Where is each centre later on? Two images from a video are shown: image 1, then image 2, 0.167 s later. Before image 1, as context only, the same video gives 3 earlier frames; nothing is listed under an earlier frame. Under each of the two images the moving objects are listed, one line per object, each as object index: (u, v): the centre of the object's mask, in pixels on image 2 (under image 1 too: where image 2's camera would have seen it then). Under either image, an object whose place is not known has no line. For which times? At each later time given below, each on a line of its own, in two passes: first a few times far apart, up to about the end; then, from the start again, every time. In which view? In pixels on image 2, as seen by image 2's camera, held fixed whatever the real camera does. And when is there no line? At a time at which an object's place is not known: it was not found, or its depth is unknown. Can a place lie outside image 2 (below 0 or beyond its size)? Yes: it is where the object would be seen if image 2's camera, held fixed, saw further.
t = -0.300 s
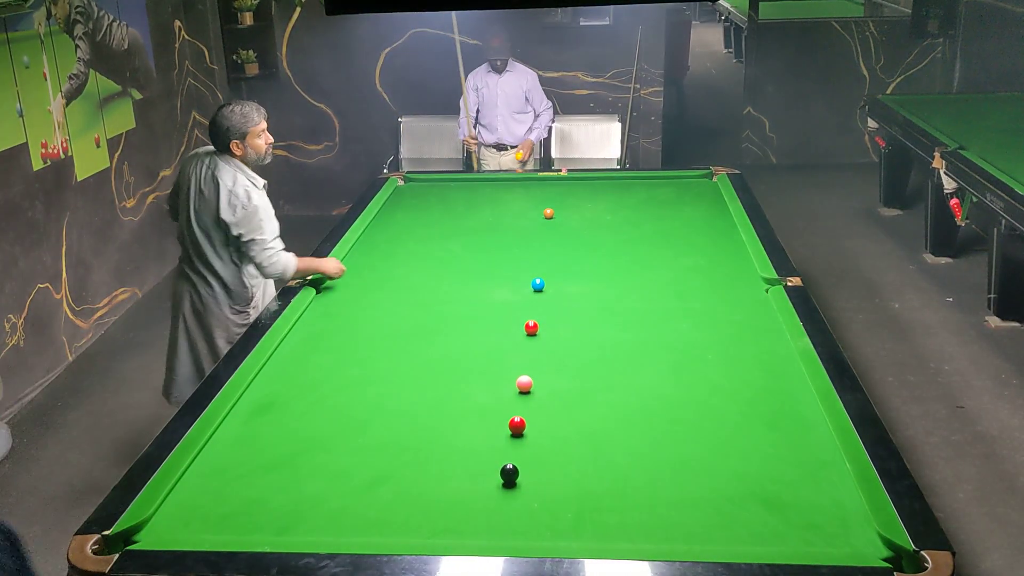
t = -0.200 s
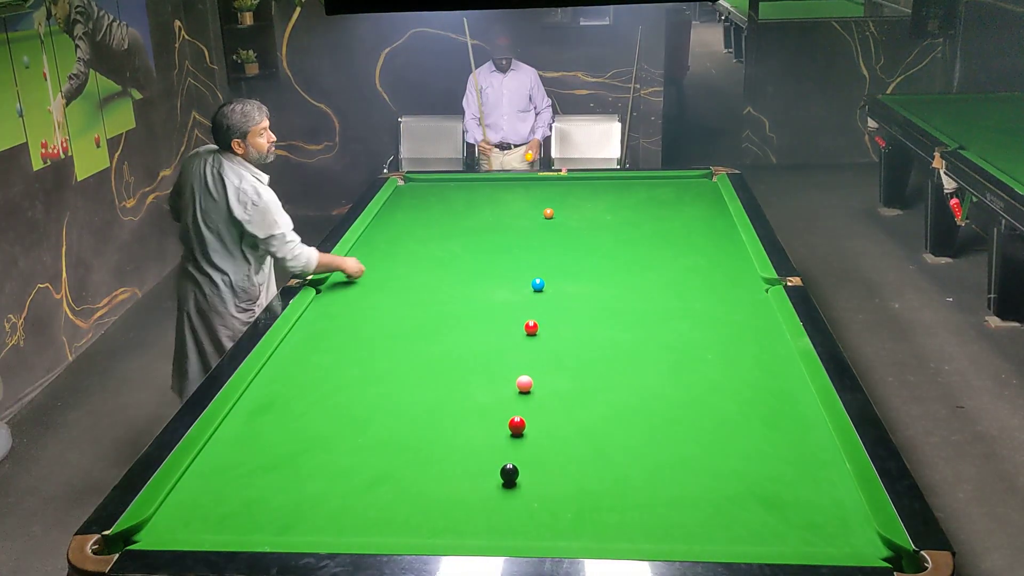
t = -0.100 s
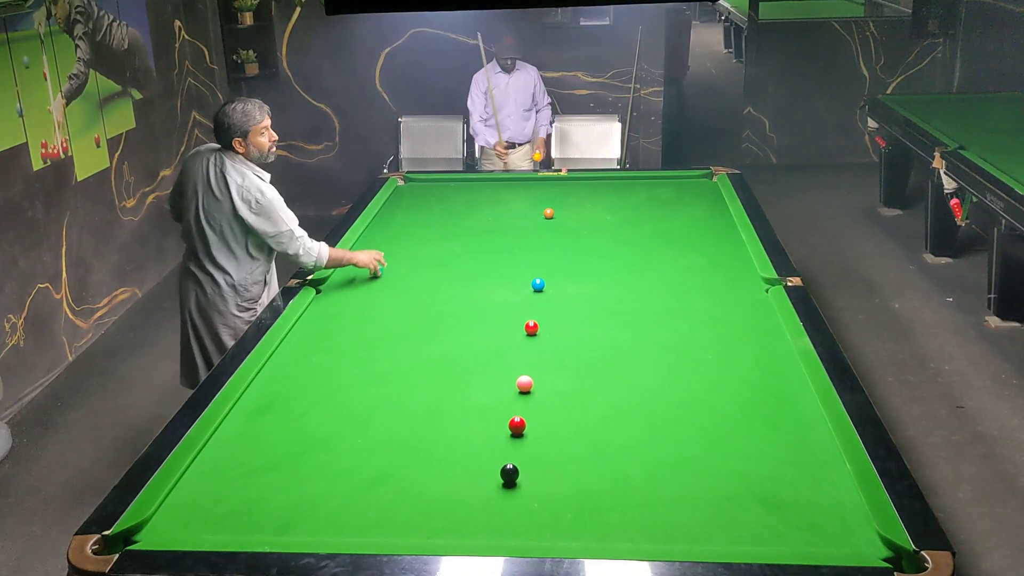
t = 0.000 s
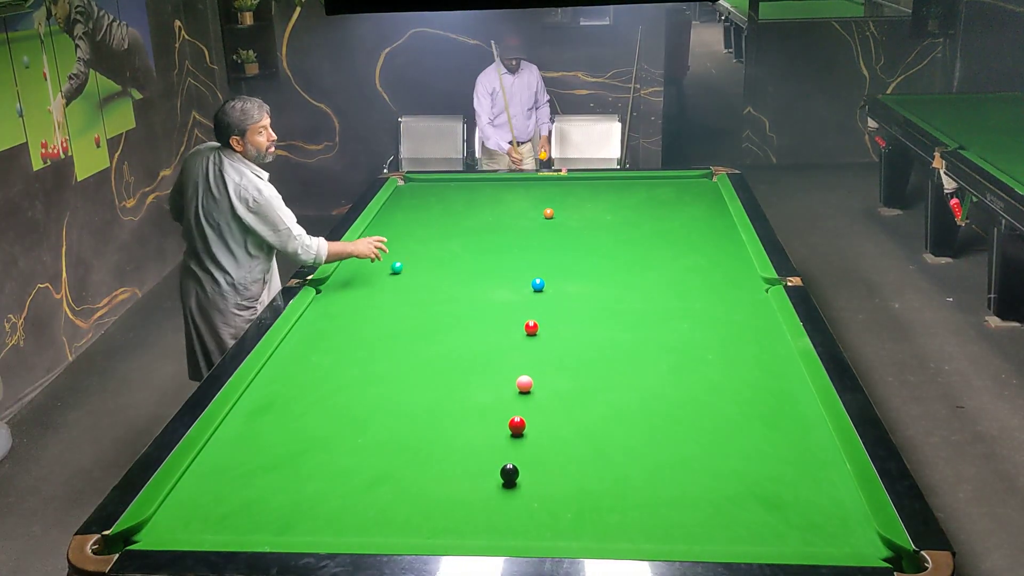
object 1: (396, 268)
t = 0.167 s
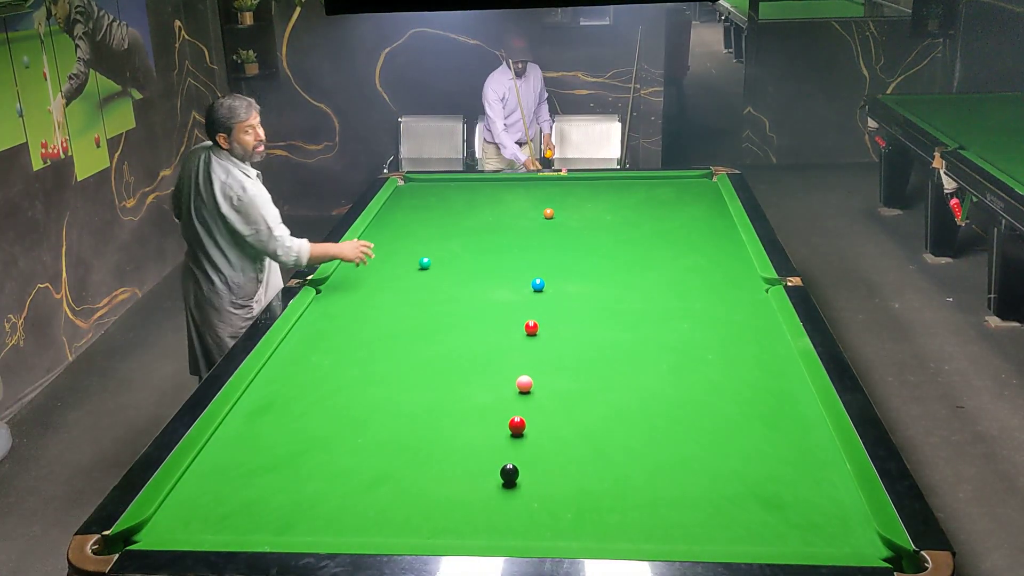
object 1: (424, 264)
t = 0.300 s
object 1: (445, 260)
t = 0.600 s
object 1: (491, 252)
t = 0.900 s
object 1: (533, 245)
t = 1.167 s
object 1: (567, 240)
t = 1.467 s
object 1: (604, 234)
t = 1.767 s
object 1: (638, 229)
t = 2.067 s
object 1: (669, 224)
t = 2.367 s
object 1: (697, 219)
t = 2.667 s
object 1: (724, 215)
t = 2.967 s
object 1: (710, 212)
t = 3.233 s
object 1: (696, 211)
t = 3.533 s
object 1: (682, 209)
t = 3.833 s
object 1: (671, 207)
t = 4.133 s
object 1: (662, 206)
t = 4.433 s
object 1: (654, 205)
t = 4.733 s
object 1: (648, 205)
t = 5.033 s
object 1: (644, 204)
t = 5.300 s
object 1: (642, 204)
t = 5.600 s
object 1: (641, 204)
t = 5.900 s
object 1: (641, 204)
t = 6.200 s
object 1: (641, 204)
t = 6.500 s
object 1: (641, 204)
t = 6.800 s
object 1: (641, 204)
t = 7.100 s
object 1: (641, 204)
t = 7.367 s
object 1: (641, 204)
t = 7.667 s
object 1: (641, 204)
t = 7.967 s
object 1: (641, 204)
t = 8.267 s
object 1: (641, 204)
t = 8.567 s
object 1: (641, 204)
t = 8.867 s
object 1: (641, 204)
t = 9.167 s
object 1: (641, 204)
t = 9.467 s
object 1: (641, 204)
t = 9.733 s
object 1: (641, 204)
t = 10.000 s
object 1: (641, 204)
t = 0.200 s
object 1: (430, 263)
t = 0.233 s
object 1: (435, 262)
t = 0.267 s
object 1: (440, 261)
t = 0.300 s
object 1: (445, 260)
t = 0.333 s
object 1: (450, 259)
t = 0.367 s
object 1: (456, 258)
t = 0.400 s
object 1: (461, 257)
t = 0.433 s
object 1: (466, 257)
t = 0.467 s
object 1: (471, 256)
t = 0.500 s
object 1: (476, 255)
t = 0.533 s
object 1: (481, 254)
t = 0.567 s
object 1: (486, 253)
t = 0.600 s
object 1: (491, 252)
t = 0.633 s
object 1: (496, 251)
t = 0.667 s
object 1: (500, 251)
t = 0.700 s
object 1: (505, 250)
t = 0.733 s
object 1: (510, 249)
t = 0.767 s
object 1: (514, 248)
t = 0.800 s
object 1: (519, 248)
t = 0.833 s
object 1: (524, 247)
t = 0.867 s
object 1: (528, 246)
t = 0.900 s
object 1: (533, 245)
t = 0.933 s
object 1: (537, 245)
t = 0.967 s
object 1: (542, 244)
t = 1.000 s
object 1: (546, 243)
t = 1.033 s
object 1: (550, 243)
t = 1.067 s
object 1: (555, 242)
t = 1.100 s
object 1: (559, 241)
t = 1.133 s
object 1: (563, 241)
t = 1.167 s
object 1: (567, 240)
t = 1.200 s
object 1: (572, 239)
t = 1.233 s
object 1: (576, 239)
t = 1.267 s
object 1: (580, 238)
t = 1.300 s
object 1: (584, 237)
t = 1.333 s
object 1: (588, 237)
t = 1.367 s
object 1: (592, 236)
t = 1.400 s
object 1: (596, 235)
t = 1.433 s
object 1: (600, 235)
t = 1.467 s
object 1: (604, 234)
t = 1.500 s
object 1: (608, 233)
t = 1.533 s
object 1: (612, 233)
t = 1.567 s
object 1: (615, 232)
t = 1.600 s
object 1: (619, 232)
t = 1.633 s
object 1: (623, 231)
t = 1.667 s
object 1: (627, 230)
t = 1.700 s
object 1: (630, 230)
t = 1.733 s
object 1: (634, 229)
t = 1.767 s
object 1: (638, 229)
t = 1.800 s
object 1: (641, 228)
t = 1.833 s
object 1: (645, 228)
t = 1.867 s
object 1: (648, 227)
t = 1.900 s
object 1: (652, 227)
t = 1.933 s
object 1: (655, 226)
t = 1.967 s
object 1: (659, 225)
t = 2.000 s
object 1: (662, 225)
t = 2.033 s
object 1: (665, 224)
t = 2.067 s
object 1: (669, 224)
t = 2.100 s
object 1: (672, 223)
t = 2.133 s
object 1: (675, 222)
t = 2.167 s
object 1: (679, 222)
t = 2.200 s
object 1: (682, 221)
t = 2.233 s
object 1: (685, 221)
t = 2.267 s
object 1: (688, 220)
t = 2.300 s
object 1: (691, 220)
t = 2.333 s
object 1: (694, 219)
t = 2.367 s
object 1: (697, 219)
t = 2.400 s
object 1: (700, 219)
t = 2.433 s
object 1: (703, 218)
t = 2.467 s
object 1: (706, 218)
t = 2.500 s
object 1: (709, 217)
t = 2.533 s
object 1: (712, 217)
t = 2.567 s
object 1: (715, 216)
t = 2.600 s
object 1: (718, 216)
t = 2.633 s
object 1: (721, 215)
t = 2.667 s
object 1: (724, 215)
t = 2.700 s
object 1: (726, 215)
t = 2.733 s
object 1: (724, 214)
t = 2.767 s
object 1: (722, 214)
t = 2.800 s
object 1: (720, 214)
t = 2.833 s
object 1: (718, 214)
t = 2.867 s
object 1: (716, 213)
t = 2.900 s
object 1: (714, 213)
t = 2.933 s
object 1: (712, 213)
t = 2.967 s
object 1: (710, 212)
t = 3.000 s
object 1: (708, 212)
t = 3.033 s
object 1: (706, 212)
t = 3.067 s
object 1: (705, 212)
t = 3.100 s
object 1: (703, 212)
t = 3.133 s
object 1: (701, 211)
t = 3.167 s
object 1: (699, 211)
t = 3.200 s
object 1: (698, 211)
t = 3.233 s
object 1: (696, 211)
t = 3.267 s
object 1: (694, 211)
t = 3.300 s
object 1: (693, 210)
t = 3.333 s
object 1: (691, 210)
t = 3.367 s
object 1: (690, 210)
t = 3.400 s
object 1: (688, 210)
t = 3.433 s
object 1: (687, 209)
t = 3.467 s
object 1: (685, 209)
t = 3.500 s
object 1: (684, 209)
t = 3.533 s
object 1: (682, 209)
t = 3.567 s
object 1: (681, 209)
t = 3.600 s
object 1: (680, 208)
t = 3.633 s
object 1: (678, 208)
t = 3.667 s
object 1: (677, 208)
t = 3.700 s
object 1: (676, 208)
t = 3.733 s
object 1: (674, 208)
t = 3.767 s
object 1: (673, 207)
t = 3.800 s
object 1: (672, 207)
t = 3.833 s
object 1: (671, 207)
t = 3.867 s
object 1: (670, 207)
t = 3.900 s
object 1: (668, 207)
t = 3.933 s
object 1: (667, 207)
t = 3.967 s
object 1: (666, 207)
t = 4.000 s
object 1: (665, 207)
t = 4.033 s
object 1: (664, 206)
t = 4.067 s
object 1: (663, 206)
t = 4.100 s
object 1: (662, 206)
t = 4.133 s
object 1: (662, 206)
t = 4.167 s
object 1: (660, 206)
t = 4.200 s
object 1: (659, 206)
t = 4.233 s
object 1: (659, 206)
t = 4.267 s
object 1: (658, 205)
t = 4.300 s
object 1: (657, 205)
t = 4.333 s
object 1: (656, 205)
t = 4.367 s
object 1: (655, 205)
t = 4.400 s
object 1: (654, 205)
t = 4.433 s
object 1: (654, 205)
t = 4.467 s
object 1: (653, 205)
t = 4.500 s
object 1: (652, 205)
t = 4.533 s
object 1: (651, 205)
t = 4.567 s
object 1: (651, 205)
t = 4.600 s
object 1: (650, 205)
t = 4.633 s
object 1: (650, 205)
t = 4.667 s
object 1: (649, 205)
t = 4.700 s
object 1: (648, 204)
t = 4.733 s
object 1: (648, 205)
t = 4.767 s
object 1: (647, 204)
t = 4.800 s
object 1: (647, 204)
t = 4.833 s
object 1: (646, 204)
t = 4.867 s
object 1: (646, 204)
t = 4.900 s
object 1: (645, 204)
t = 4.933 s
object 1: (645, 204)
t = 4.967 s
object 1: (645, 204)
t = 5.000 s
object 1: (644, 204)
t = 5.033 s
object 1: (644, 204)
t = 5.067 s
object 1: (644, 204)
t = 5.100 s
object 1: (643, 204)
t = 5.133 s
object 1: (643, 204)
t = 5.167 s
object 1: (643, 204)
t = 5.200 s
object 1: (642, 204)
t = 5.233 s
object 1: (642, 204)
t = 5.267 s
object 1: (642, 204)
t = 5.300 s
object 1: (642, 204)
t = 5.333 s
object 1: (642, 204)
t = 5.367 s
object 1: (642, 204)
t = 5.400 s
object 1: (641, 203)
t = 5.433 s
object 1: (641, 203)
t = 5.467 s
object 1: (641, 204)
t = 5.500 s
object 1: (641, 204)
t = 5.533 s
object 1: (641, 204)
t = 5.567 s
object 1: (641, 204)
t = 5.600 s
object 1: (641, 204)
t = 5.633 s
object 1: (641, 203)
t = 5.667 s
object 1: (641, 204)
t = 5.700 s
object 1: (641, 204)
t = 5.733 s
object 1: (641, 204)
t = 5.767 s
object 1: (641, 203)
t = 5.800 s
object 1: (641, 204)
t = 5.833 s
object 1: (641, 204)
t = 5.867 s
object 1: (641, 204)
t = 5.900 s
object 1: (641, 204)
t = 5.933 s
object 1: (641, 204)
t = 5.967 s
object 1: (641, 204)
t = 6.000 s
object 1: (641, 204)
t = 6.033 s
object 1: (641, 204)
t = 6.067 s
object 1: (641, 204)
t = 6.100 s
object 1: (641, 204)
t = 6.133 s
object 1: (641, 204)
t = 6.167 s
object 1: (641, 204)
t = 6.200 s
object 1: (641, 204)
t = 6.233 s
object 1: (641, 204)
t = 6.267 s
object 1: (641, 204)
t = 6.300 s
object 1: (641, 204)
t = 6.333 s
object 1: (641, 204)
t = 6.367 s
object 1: (641, 204)
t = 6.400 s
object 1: (641, 204)
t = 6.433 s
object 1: (641, 204)
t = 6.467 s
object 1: (641, 204)
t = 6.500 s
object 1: (641, 204)
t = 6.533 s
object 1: (641, 204)
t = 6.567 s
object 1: (641, 204)
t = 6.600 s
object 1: (641, 204)
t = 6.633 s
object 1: (641, 204)
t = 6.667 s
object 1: (641, 204)
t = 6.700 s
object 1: (641, 204)
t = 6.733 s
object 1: (641, 204)
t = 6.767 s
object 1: (641, 204)
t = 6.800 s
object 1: (641, 204)
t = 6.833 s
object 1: (641, 204)
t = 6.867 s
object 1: (641, 204)
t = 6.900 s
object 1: (641, 204)
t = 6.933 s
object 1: (641, 204)
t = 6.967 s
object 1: (641, 204)
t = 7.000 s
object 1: (641, 204)
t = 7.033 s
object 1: (641, 204)
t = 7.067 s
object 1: (641, 204)
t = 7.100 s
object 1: (641, 204)
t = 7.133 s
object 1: (641, 204)
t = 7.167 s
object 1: (641, 204)
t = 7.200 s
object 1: (641, 204)
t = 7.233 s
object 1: (641, 204)
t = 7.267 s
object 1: (641, 204)
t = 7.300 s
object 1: (641, 204)
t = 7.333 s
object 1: (641, 204)
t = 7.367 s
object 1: (641, 204)
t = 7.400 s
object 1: (641, 204)
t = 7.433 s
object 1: (641, 204)
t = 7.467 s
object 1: (641, 204)
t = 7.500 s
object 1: (641, 204)
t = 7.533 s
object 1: (641, 204)
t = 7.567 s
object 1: (641, 204)
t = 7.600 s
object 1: (641, 204)
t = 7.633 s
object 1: (641, 204)
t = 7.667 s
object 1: (641, 204)
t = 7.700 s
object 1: (641, 204)
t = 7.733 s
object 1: (641, 204)
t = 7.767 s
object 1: (641, 204)
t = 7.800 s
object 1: (641, 204)
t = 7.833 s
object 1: (641, 204)
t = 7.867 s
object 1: (641, 204)
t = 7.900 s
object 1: (641, 204)
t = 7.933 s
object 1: (641, 203)
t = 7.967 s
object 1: (641, 204)
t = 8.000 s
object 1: (641, 204)
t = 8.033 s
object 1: (641, 203)
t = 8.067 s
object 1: (641, 203)
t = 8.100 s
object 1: (641, 203)
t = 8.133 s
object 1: (641, 204)
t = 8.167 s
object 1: (641, 204)
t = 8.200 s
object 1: (641, 204)
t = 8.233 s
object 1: (641, 204)
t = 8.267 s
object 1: (641, 204)
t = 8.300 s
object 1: (641, 204)
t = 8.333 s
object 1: (641, 204)
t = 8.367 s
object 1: (641, 204)
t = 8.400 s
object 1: (641, 204)
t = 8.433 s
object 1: (641, 204)
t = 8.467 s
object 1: (641, 204)
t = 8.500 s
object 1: (641, 204)
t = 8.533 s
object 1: (641, 204)
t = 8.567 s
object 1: (641, 204)
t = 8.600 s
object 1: (641, 204)
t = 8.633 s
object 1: (641, 204)
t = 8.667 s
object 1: (641, 204)
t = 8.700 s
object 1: (641, 204)
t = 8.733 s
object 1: (641, 204)
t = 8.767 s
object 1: (641, 204)
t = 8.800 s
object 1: (641, 204)
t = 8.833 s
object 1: (641, 204)
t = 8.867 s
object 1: (641, 204)
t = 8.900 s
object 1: (641, 204)
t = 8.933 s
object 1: (641, 204)
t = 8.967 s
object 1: (641, 204)
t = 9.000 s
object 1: (641, 204)
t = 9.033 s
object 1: (641, 204)
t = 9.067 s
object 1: (641, 204)
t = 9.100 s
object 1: (641, 204)
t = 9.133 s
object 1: (641, 204)
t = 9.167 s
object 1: (641, 204)
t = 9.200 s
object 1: (641, 204)
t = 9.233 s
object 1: (641, 204)
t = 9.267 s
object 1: (641, 204)
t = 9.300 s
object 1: (641, 204)
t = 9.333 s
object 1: (641, 204)
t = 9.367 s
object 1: (641, 204)
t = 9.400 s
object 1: (641, 204)
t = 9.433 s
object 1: (641, 204)
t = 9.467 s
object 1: (641, 204)
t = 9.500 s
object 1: (641, 204)
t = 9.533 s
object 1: (641, 204)
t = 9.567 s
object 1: (641, 204)
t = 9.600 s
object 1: (641, 204)
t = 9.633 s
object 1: (641, 204)
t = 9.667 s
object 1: (641, 204)
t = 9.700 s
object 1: (641, 204)
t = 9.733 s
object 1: (641, 204)
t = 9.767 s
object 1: (641, 204)
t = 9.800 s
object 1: (641, 204)
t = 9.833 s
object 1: (641, 204)
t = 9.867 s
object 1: (641, 204)
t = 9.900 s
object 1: (641, 204)
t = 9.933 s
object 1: (641, 204)
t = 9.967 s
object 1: (641, 204)
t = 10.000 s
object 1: (641, 204)
